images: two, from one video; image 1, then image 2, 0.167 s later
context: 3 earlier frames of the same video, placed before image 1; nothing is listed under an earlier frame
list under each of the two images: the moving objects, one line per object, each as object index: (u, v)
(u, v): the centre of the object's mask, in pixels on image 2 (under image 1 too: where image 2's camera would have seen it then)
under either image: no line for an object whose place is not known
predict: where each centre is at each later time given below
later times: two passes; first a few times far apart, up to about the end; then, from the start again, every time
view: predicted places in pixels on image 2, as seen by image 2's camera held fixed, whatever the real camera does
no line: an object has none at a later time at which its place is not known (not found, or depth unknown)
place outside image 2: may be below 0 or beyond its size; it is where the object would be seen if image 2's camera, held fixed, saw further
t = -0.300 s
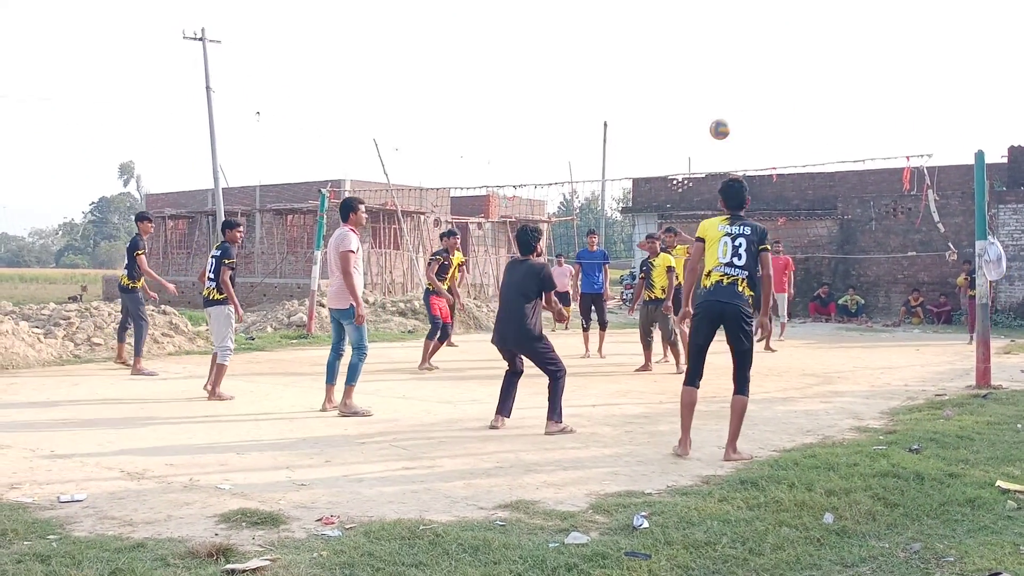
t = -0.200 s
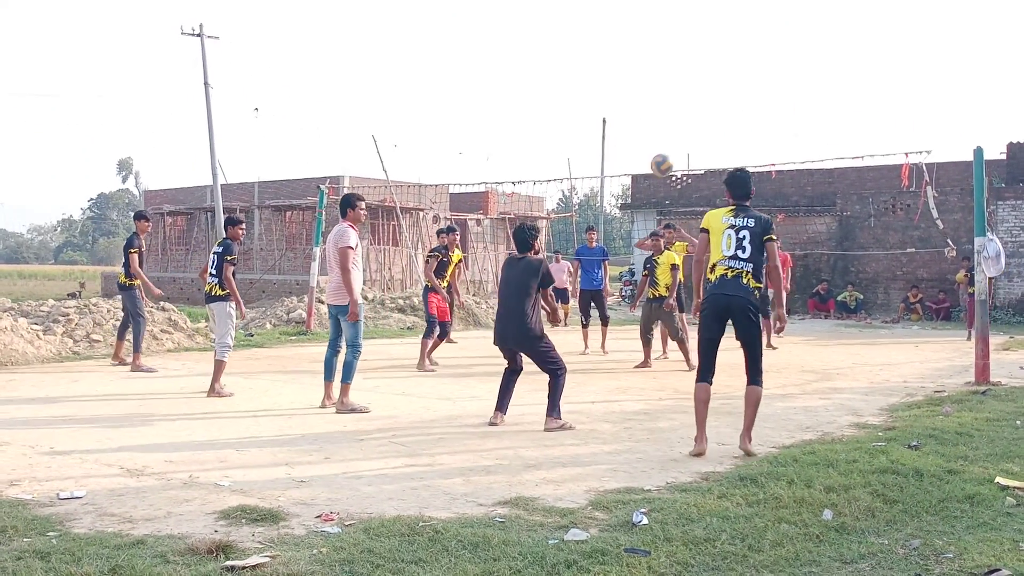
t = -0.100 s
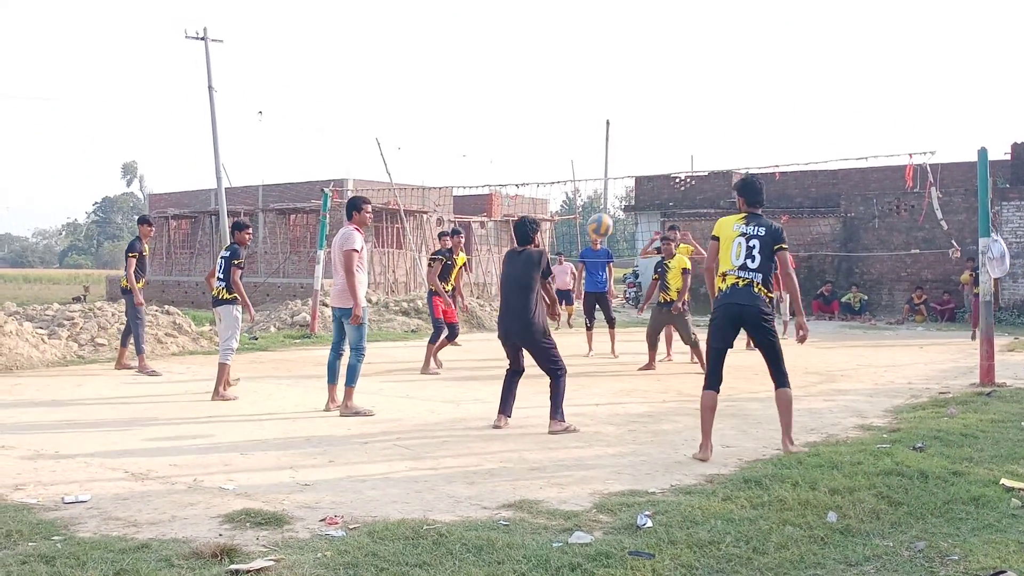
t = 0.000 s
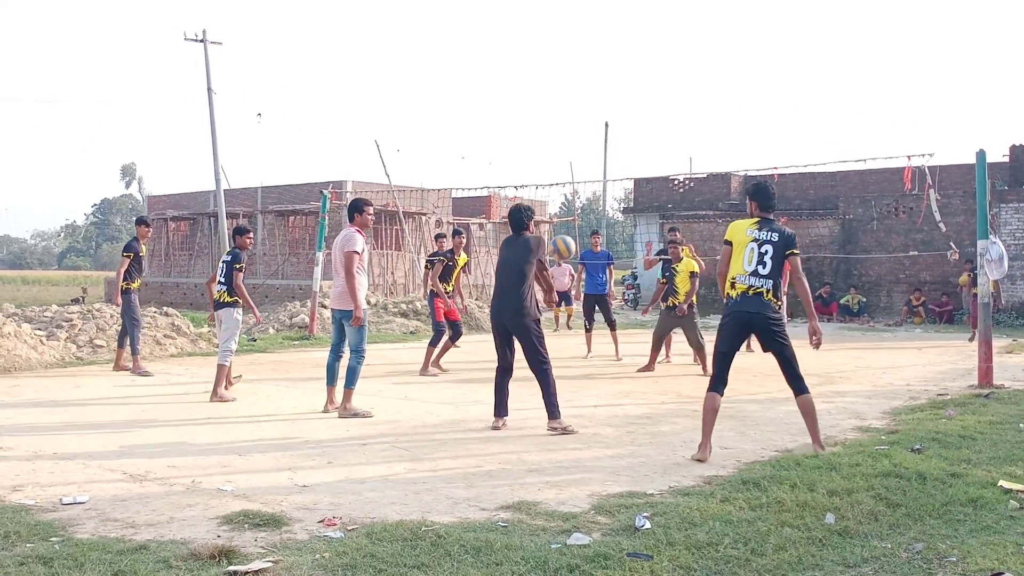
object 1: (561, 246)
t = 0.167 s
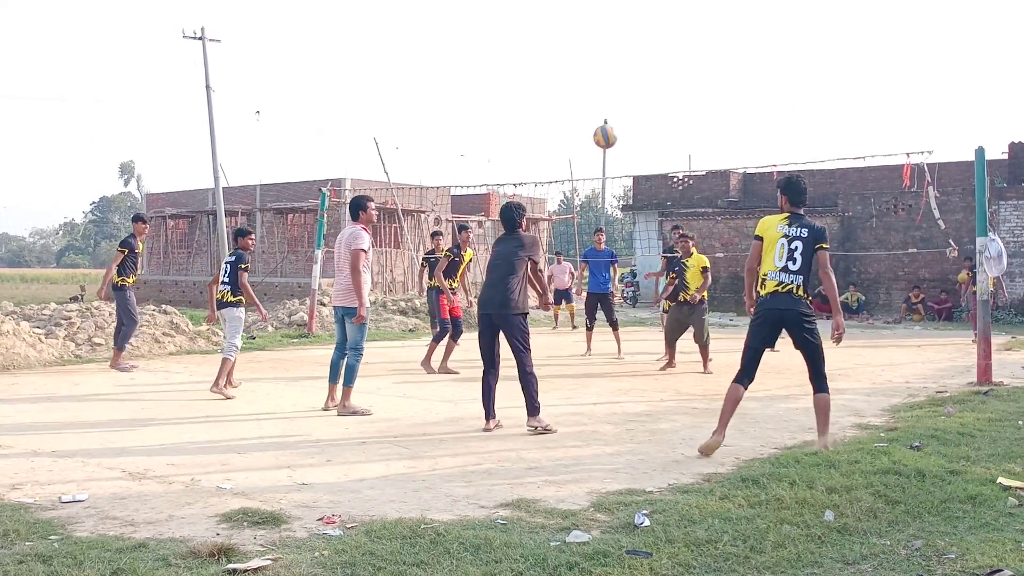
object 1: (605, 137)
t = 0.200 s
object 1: (613, 120)
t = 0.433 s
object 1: (663, 44)
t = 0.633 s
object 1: (698, 30)
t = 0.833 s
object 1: (729, 55)
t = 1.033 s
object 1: (756, 112)
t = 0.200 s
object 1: (613, 120)
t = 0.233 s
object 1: (621, 105)
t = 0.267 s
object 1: (628, 91)
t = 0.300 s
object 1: (636, 79)
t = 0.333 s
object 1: (643, 68)
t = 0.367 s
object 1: (650, 59)
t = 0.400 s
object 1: (656, 51)
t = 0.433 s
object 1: (663, 44)
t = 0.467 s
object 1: (669, 39)
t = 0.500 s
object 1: (675, 35)
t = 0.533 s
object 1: (681, 32)
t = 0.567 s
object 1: (687, 30)
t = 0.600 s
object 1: (693, 30)
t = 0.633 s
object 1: (698, 30)
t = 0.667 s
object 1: (703, 32)
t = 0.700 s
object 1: (709, 35)
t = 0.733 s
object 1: (715, 38)
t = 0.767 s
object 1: (720, 43)
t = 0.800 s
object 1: (724, 48)
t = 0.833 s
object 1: (729, 55)
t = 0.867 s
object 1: (734, 62)
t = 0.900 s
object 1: (738, 69)
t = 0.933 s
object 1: (742, 79)
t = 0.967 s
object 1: (747, 89)
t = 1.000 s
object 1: (752, 100)
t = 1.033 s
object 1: (756, 112)
